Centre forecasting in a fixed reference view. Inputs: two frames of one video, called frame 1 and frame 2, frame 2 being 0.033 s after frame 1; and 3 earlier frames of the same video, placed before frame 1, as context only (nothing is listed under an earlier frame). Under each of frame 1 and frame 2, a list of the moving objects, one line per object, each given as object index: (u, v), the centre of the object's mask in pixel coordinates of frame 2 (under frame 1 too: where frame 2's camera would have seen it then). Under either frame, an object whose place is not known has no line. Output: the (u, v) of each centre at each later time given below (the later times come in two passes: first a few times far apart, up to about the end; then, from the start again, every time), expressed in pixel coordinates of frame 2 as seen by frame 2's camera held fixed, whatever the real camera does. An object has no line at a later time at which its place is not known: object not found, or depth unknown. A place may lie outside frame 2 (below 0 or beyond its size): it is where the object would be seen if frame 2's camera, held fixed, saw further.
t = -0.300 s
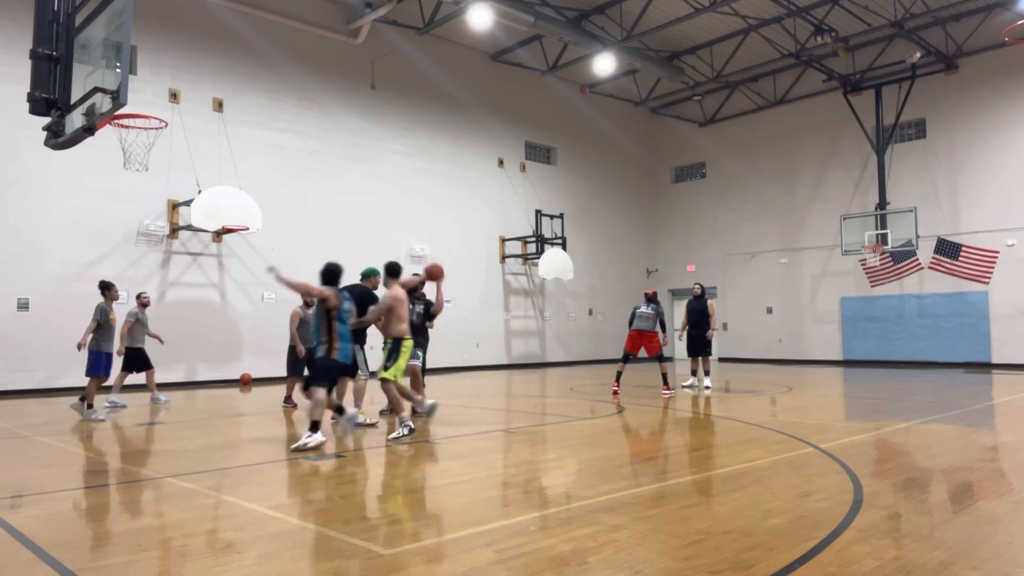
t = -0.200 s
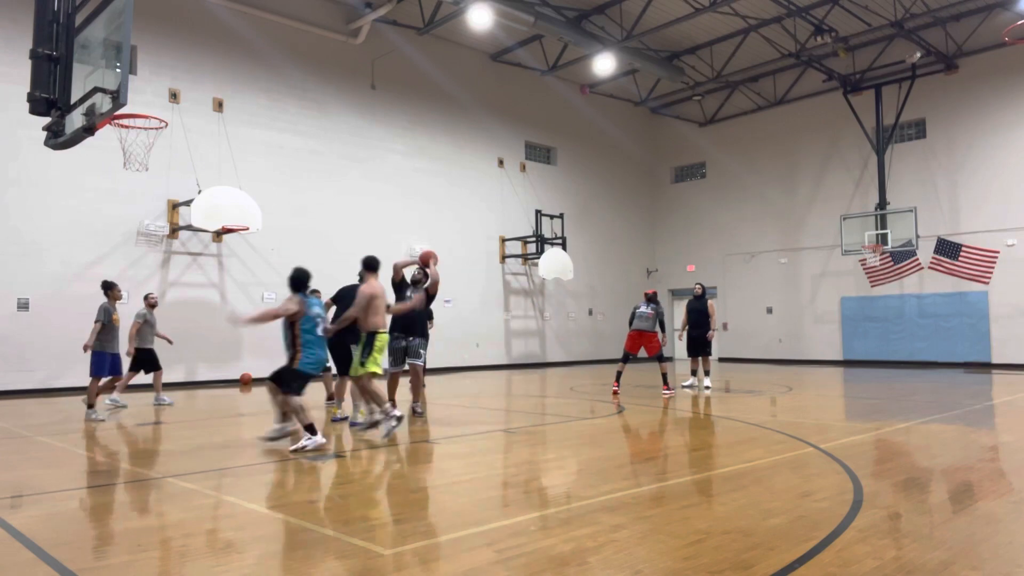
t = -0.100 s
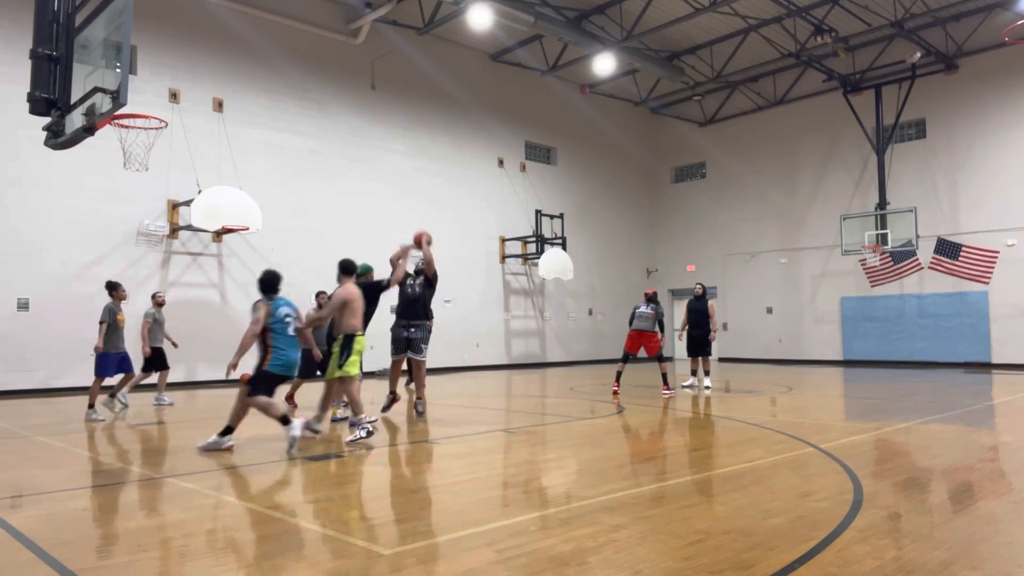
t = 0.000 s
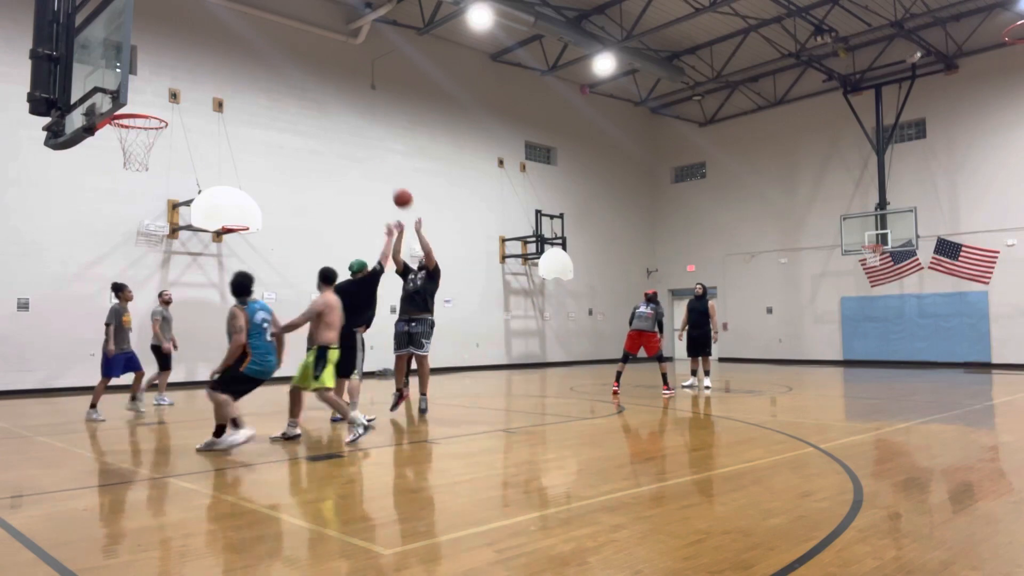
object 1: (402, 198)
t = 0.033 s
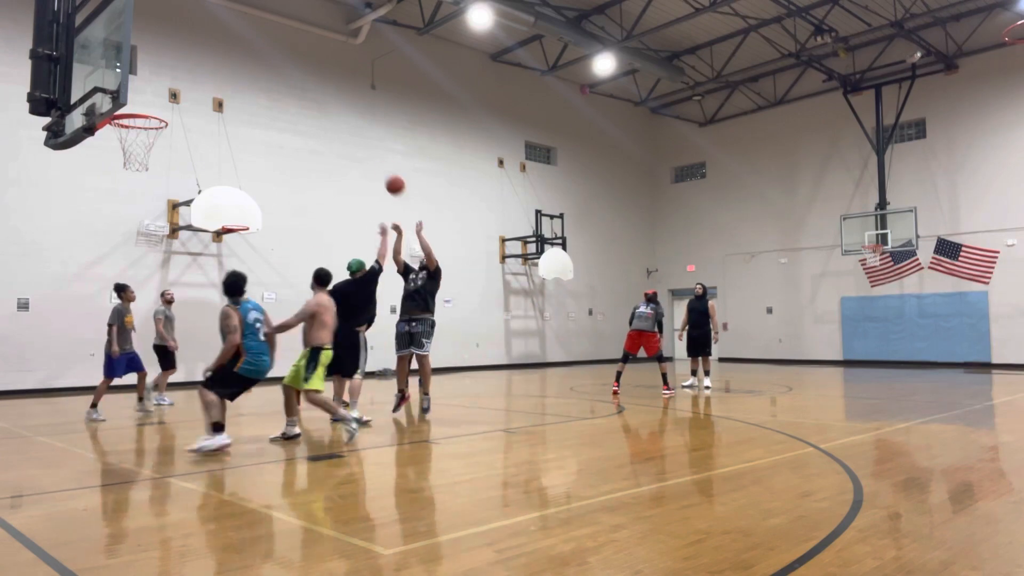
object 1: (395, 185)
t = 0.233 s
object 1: (347, 120)
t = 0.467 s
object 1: (287, 82)
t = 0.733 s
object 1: (212, 95)
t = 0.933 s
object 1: (150, 150)
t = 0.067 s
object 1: (387, 172)
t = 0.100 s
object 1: (380, 160)
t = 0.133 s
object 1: (372, 149)
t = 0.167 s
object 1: (363, 139)
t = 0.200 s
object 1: (355, 129)
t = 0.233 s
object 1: (347, 120)
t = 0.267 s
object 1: (339, 113)
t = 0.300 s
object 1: (331, 105)
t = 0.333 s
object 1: (322, 99)
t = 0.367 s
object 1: (314, 93)
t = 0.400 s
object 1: (305, 89)
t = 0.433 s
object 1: (296, 85)
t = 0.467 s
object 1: (287, 82)
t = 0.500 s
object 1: (278, 80)
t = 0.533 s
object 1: (269, 79)
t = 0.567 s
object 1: (260, 79)
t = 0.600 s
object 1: (250, 81)
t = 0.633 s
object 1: (241, 83)
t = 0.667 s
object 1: (231, 86)
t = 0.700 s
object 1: (221, 90)
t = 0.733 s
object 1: (212, 95)
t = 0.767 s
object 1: (201, 102)
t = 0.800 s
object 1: (192, 109)
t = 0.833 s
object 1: (182, 117)
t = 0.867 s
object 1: (171, 127)
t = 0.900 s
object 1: (162, 139)
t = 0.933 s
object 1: (150, 150)
